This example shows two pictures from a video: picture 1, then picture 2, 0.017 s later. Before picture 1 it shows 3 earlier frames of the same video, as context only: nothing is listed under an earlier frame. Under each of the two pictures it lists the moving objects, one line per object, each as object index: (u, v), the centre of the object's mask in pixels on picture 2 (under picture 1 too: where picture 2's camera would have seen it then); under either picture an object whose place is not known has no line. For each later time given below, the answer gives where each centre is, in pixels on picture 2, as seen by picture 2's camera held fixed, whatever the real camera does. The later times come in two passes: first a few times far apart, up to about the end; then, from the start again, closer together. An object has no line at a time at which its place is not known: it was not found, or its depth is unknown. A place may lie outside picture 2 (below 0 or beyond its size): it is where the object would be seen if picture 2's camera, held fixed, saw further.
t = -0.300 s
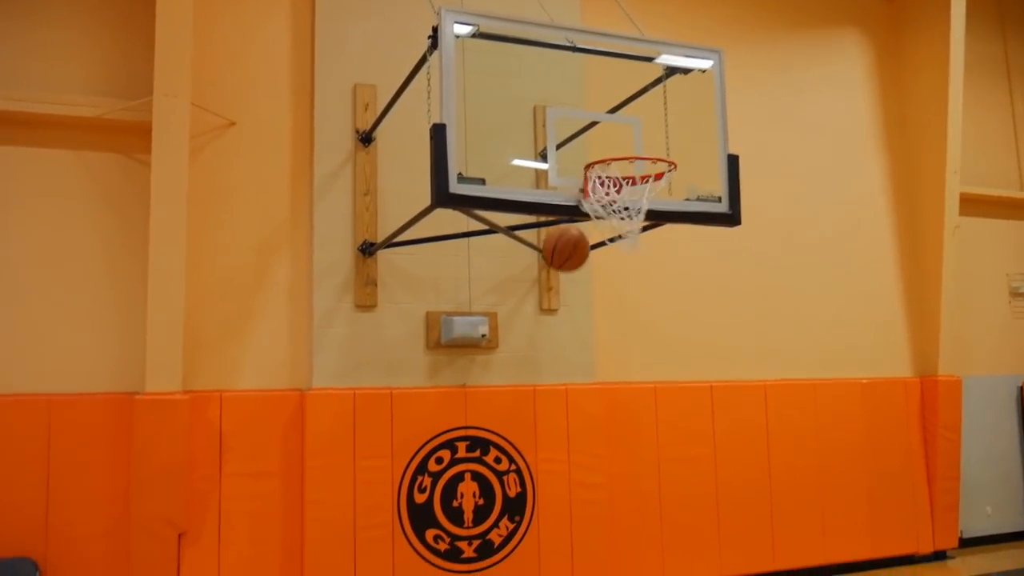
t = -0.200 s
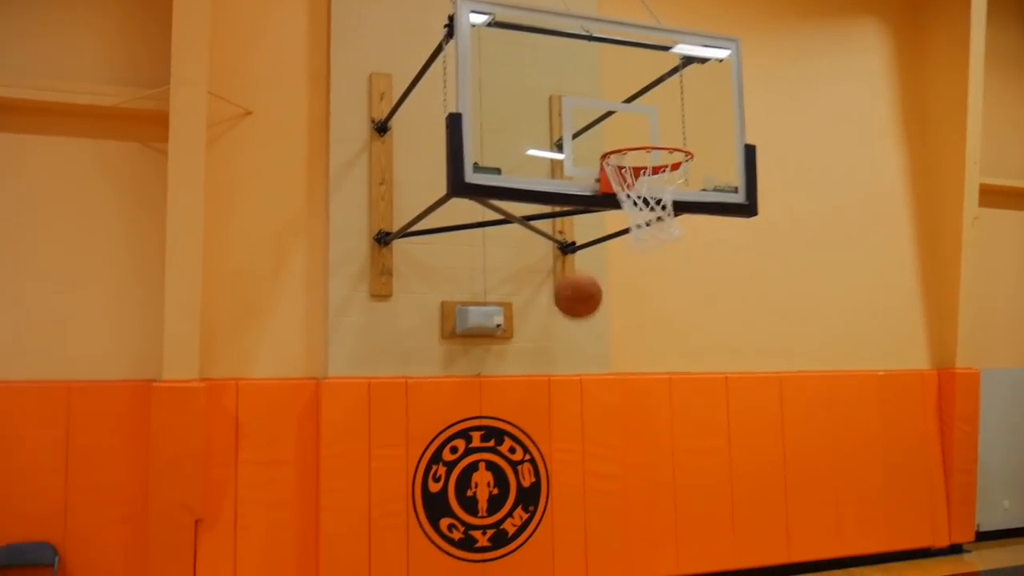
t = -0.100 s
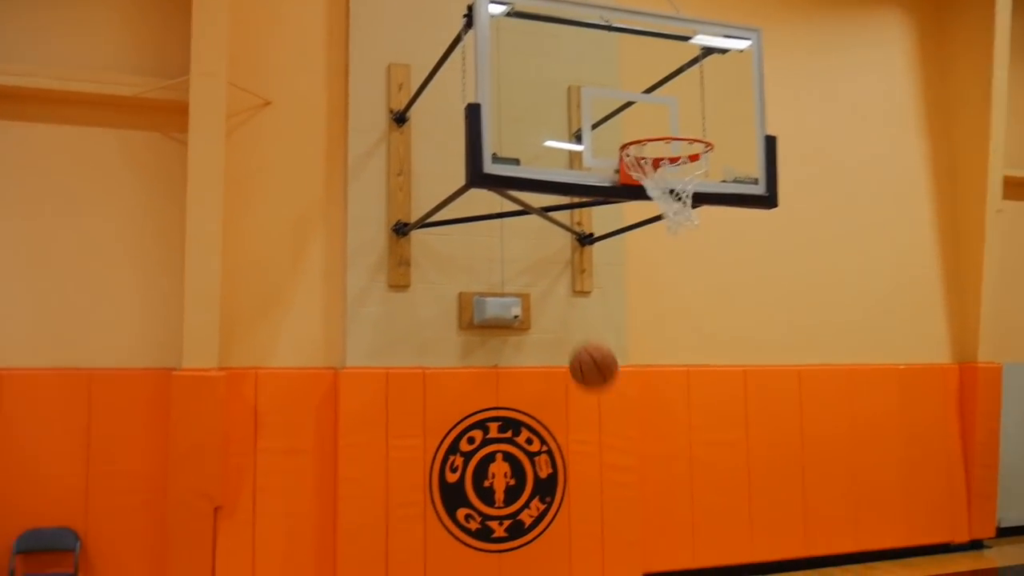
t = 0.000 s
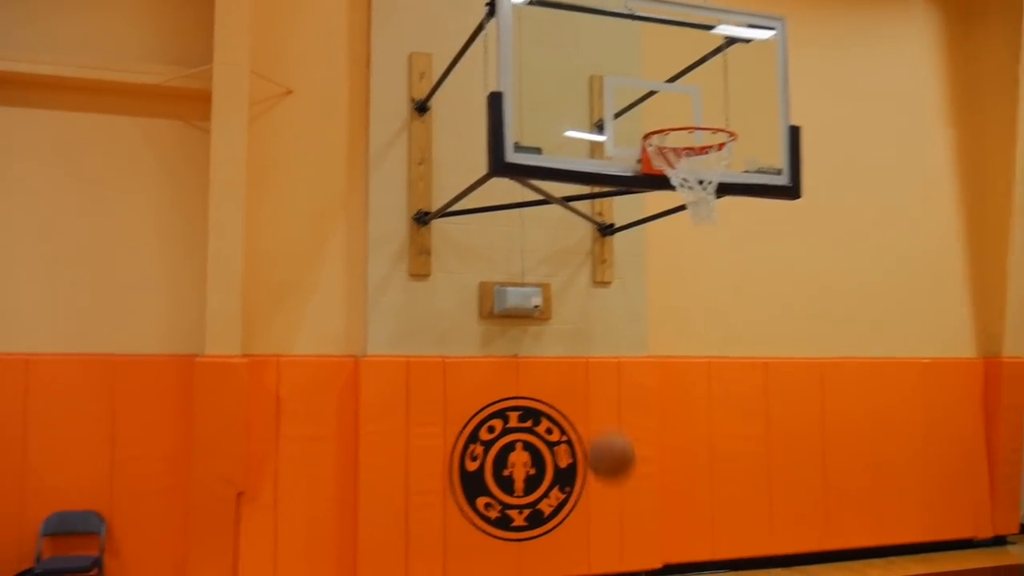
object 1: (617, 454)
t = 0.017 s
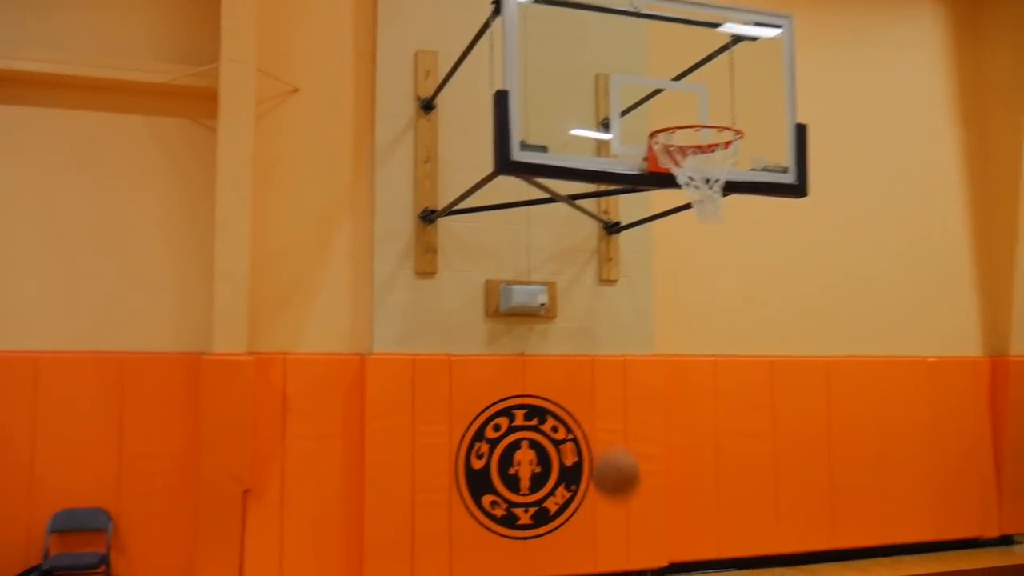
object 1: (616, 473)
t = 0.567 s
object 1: (625, 431)
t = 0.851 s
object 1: (636, 386)
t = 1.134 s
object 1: (651, 496)
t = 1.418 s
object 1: (667, 660)
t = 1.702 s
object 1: (675, 530)
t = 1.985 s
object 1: (683, 553)
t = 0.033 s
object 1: (615, 492)
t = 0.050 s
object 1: (614, 512)
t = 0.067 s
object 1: (614, 533)
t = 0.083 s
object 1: (613, 557)
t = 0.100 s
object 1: (611, 571)
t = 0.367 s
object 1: (615, 561)
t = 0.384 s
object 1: (616, 548)
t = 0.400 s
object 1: (618, 533)
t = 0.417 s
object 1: (619, 521)
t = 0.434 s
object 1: (620, 509)
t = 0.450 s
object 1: (621, 497)
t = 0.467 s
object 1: (621, 486)
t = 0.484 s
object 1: (621, 475)
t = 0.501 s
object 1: (622, 466)
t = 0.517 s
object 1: (623, 456)
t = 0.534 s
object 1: (624, 447)
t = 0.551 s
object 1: (624, 439)
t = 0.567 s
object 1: (625, 431)
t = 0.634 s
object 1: (627, 407)
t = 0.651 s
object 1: (628, 402)
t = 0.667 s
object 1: (628, 398)
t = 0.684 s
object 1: (629, 394)
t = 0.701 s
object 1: (630, 390)
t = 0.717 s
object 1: (631, 388)
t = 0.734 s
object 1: (631, 386)
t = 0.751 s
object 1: (632, 384)
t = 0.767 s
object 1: (633, 383)
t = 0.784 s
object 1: (633, 383)
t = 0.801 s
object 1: (634, 383)
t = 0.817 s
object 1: (635, 383)
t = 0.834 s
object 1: (636, 384)
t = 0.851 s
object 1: (636, 386)
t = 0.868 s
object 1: (637, 388)
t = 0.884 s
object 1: (638, 391)
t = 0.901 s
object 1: (639, 394)
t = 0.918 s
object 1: (640, 398)
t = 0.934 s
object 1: (641, 402)
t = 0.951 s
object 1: (641, 408)
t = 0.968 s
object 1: (642, 413)
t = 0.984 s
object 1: (644, 418)
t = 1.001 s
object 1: (644, 425)
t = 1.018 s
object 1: (645, 432)
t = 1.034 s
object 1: (646, 439)
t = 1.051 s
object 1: (647, 447)
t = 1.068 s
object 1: (648, 456)
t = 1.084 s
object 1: (649, 465)
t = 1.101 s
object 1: (650, 475)
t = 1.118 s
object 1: (650, 485)
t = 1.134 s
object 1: (651, 496)
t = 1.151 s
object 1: (652, 508)
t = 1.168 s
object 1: (653, 520)
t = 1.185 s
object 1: (654, 533)
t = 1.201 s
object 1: (655, 547)
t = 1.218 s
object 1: (656, 559)
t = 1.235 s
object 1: (657, 573)
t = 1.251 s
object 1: (659, 593)
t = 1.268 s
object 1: (660, 606)
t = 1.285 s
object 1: (661, 621)
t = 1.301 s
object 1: (662, 635)
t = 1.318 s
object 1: (663, 656)
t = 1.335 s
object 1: (664, 673)
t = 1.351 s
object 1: (665, 682)
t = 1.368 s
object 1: (667, 686)
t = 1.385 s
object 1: (666, 679)
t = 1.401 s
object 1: (666, 672)
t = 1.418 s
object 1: (667, 660)
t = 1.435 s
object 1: (667, 648)
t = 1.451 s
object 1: (669, 635)
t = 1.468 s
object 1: (670, 624)
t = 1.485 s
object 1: (670, 616)
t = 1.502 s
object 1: (670, 607)
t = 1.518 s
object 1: (670, 598)
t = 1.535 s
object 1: (670, 589)
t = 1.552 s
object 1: (671, 581)
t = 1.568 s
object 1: (671, 571)
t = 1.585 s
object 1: (671, 565)
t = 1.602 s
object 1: (672, 559)
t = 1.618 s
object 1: (673, 553)
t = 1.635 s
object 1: (674, 547)
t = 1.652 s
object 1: (674, 543)
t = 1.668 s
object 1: (674, 538)
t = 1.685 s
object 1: (674, 534)
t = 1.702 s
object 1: (675, 530)
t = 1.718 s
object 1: (675, 527)
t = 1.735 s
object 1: (675, 525)
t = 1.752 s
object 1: (675, 523)
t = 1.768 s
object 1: (676, 522)
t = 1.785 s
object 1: (676, 521)
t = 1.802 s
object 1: (677, 521)
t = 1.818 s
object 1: (677, 521)
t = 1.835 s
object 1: (678, 522)
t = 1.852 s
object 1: (678, 523)
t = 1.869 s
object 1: (679, 525)
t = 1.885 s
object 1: (680, 528)
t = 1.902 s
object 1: (680, 531)
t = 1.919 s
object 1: (680, 534)
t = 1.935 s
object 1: (681, 538)
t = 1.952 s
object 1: (682, 543)
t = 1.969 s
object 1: (683, 548)
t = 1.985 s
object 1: (683, 553)
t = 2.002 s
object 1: (684, 559)
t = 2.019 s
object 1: (685, 566)
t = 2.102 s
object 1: (689, 609)
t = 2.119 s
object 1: (692, 618)
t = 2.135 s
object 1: (692, 626)
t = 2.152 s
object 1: (693, 638)
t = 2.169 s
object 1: (694, 651)
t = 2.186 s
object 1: (695, 664)
